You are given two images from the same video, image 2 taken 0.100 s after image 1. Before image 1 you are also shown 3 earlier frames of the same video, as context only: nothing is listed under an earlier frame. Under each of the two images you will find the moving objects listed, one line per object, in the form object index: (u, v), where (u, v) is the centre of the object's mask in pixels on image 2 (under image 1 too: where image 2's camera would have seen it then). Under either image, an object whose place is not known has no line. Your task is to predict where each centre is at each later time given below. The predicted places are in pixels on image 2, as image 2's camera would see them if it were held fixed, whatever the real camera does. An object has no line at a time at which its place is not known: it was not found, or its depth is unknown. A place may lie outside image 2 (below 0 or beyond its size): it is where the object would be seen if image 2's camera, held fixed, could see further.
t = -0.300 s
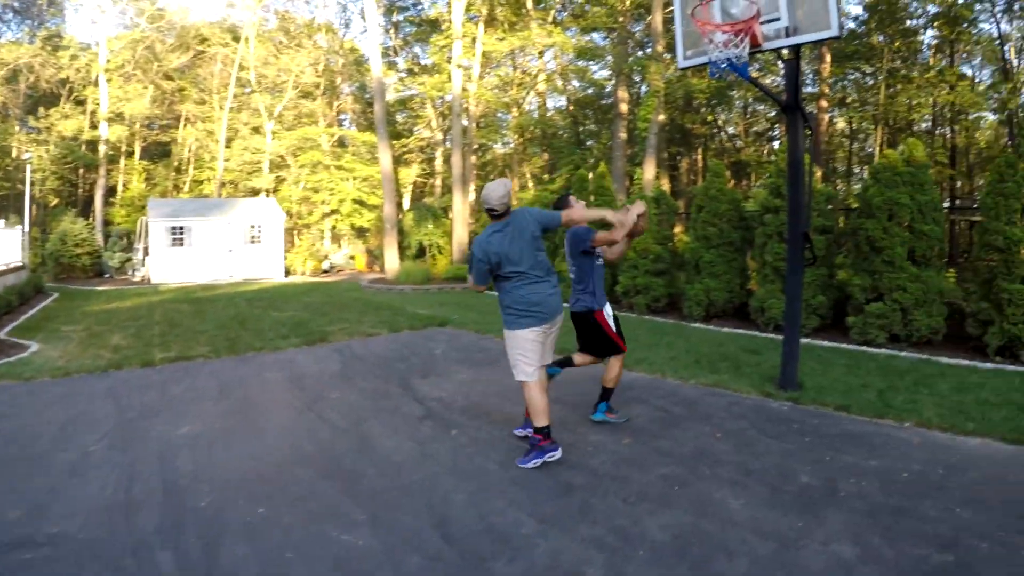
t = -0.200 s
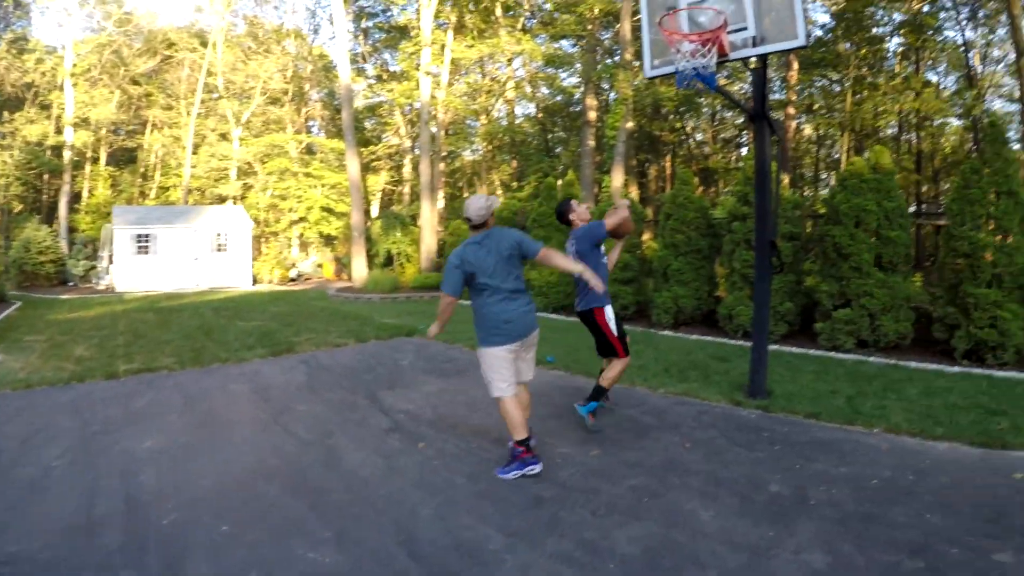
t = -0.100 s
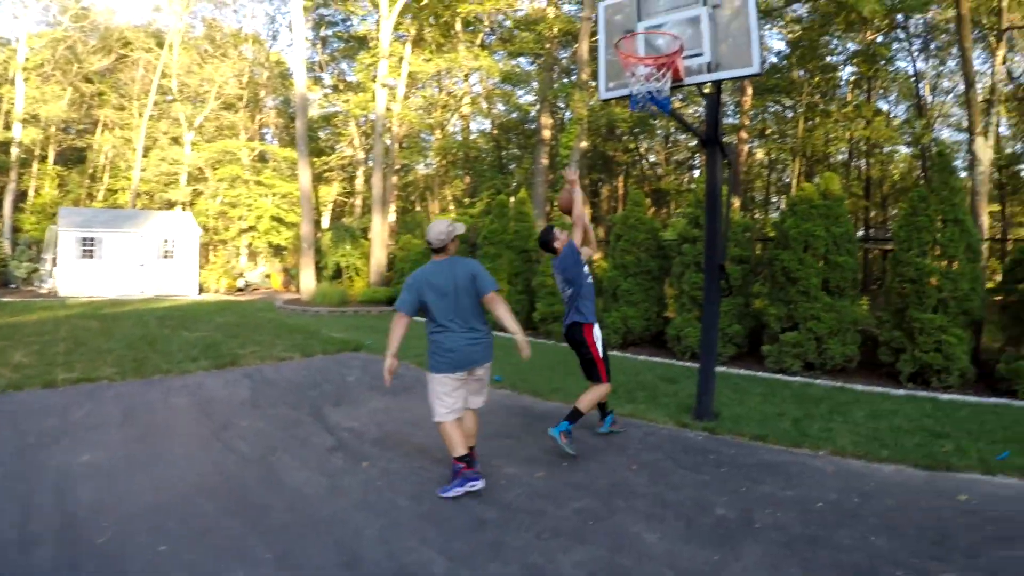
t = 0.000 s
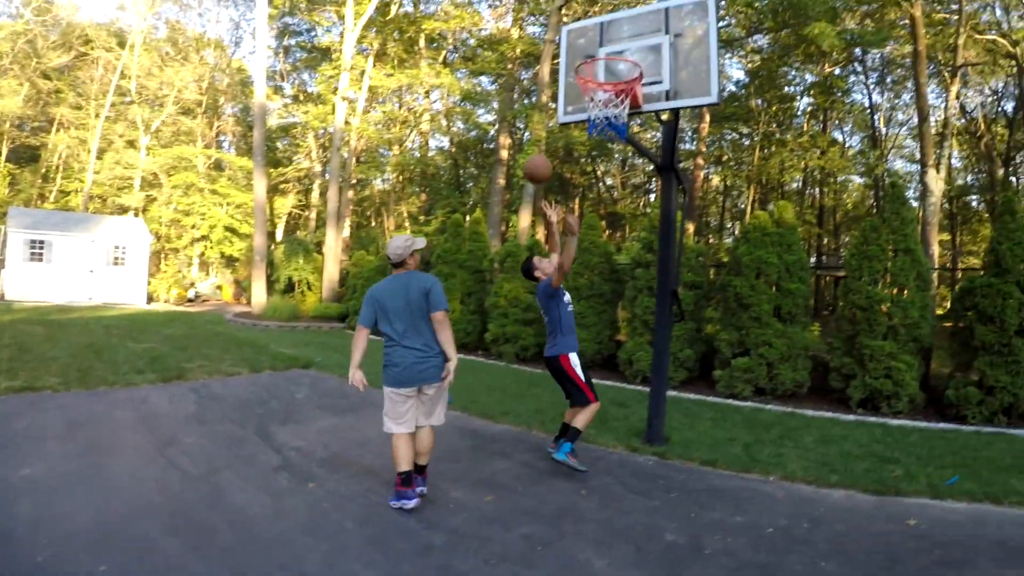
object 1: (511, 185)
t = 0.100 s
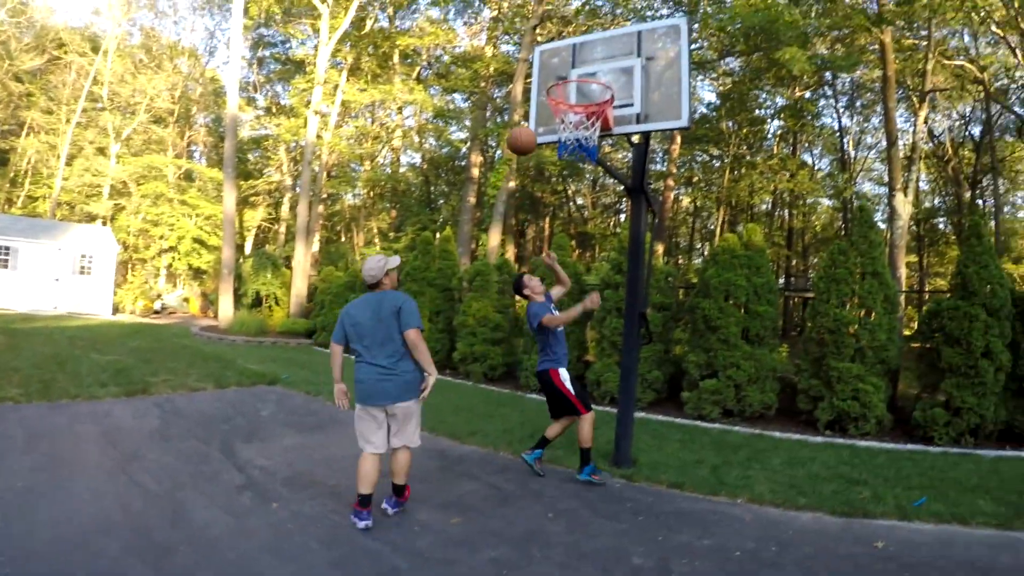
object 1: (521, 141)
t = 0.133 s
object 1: (525, 128)
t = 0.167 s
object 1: (529, 116)
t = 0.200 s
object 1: (532, 107)
